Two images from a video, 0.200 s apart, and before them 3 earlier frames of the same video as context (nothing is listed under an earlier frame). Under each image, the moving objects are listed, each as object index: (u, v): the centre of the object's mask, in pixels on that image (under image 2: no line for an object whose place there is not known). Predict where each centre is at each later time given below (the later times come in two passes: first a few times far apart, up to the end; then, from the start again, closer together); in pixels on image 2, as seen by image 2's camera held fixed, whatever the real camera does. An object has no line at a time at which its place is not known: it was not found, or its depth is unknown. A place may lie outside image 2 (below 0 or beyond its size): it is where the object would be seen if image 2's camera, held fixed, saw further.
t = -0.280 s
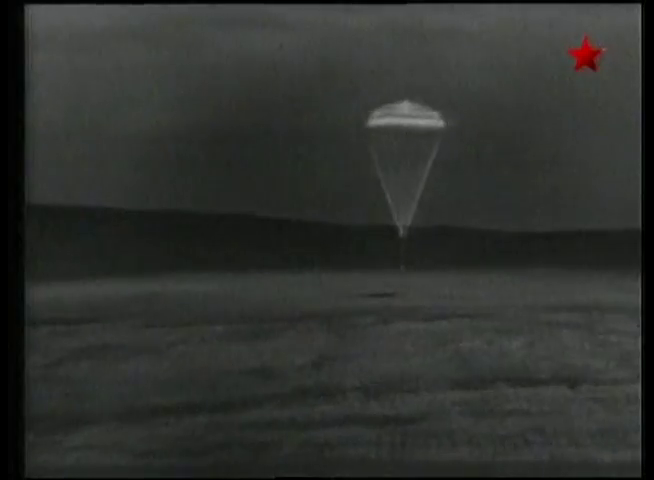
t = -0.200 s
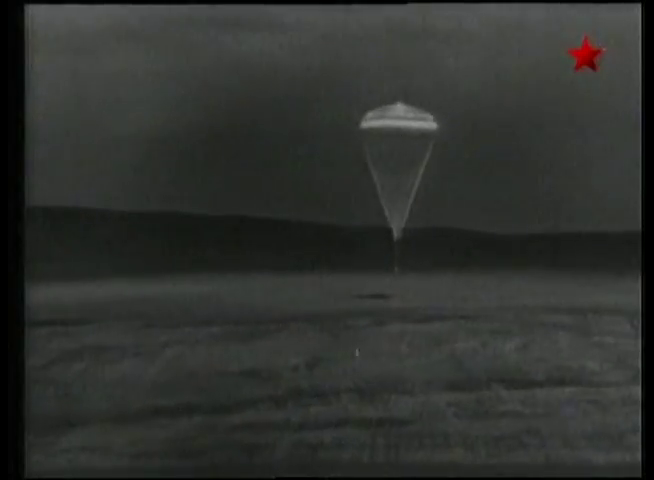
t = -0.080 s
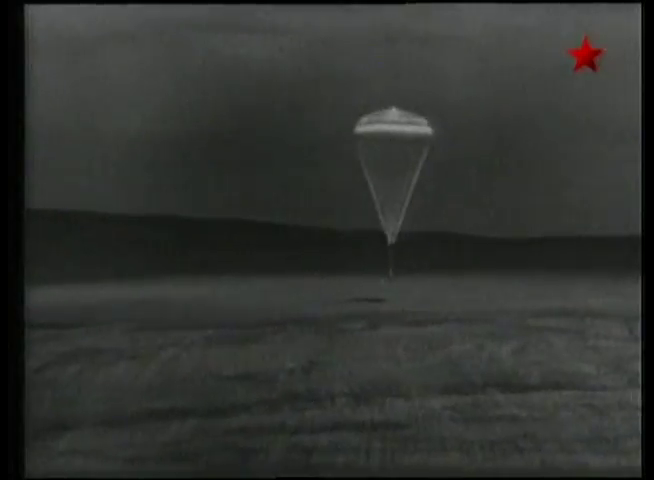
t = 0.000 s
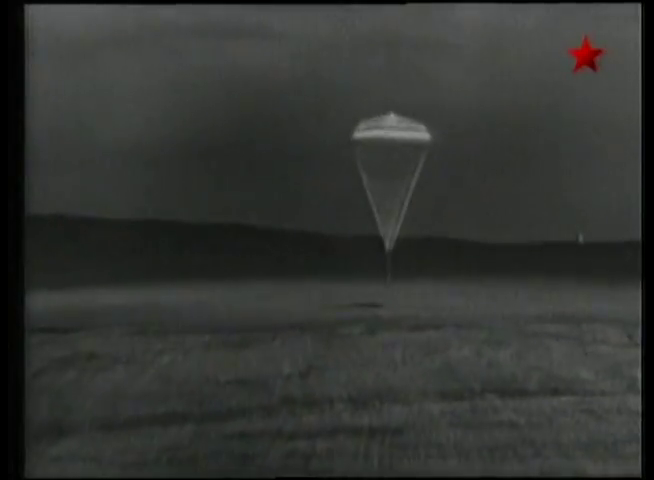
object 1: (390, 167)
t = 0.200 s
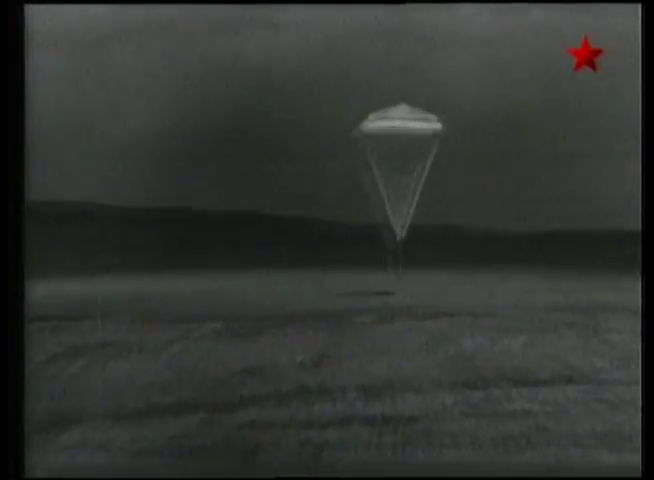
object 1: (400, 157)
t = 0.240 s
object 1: (401, 157)
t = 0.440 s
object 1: (396, 166)
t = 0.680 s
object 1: (397, 165)
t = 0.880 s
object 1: (397, 168)
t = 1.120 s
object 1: (393, 171)
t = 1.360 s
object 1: (391, 176)
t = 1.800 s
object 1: (386, 181)
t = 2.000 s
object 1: (384, 183)
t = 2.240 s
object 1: (382, 187)
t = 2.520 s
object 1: (379, 191)
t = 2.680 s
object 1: (377, 193)
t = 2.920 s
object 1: (375, 196)
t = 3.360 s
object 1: (370, 199)
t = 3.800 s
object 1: (365, 205)
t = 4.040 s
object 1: (361, 207)
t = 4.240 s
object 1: (358, 208)
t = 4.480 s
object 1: (354, 210)
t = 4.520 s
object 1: (353, 211)
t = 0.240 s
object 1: (401, 157)
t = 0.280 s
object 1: (401, 158)
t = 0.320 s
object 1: (400, 159)
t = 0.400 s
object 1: (400, 160)
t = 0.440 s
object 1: (396, 166)
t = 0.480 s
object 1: (400, 161)
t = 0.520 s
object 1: (401, 162)
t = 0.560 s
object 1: (399, 163)
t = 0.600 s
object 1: (398, 164)
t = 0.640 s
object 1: (398, 164)
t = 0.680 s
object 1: (397, 165)
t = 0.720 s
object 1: (397, 165)
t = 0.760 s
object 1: (398, 166)
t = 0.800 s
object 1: (397, 167)
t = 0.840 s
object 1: (397, 167)
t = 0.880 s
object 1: (397, 168)
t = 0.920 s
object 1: (396, 168)
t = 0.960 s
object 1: (395, 169)
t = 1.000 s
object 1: (395, 169)
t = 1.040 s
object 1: (395, 169)
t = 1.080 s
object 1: (395, 171)
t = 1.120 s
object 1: (393, 171)
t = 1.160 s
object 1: (393, 171)
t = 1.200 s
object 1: (393, 173)
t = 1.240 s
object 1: (392, 174)
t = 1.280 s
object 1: (391, 174)
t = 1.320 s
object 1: (391, 175)
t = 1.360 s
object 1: (391, 176)
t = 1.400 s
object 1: (391, 176)
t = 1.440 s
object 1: (391, 176)
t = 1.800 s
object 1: (386, 181)
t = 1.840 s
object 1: (384, 182)
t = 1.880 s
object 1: (383, 182)
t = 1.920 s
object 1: (384, 183)
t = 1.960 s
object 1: (385, 183)
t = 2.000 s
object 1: (384, 183)
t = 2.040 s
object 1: (384, 184)
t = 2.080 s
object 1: (384, 186)
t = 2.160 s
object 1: (384, 185)
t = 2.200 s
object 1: (383, 187)
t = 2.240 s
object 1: (382, 187)
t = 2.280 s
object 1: (381, 188)
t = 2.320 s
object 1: (381, 188)
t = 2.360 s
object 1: (380, 188)
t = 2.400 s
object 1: (378, 190)
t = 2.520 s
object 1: (379, 191)
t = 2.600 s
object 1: (379, 192)
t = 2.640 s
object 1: (378, 193)
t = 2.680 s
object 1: (377, 193)
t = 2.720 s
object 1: (377, 193)
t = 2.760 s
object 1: (377, 194)
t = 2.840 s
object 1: (376, 195)
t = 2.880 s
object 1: (375, 196)
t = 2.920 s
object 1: (375, 196)
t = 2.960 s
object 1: (375, 196)
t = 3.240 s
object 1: (371, 198)
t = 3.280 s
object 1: (371, 199)
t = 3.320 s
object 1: (370, 199)
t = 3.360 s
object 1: (370, 199)
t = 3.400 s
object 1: (372, 202)
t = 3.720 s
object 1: (366, 203)
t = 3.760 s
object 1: (365, 201)
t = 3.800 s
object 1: (365, 205)
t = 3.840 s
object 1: (364, 204)
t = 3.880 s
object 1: (364, 205)
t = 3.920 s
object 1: (363, 205)
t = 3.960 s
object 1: (361, 206)
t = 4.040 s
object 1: (361, 207)
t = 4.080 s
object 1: (360, 207)
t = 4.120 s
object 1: (360, 207)
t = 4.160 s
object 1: (359, 208)
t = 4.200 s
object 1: (358, 208)
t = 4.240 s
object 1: (358, 208)
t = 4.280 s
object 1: (357, 209)
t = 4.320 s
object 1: (357, 209)
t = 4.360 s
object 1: (357, 209)
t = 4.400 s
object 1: (356, 210)
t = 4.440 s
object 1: (355, 210)
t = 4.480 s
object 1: (354, 210)
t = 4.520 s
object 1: (353, 211)
